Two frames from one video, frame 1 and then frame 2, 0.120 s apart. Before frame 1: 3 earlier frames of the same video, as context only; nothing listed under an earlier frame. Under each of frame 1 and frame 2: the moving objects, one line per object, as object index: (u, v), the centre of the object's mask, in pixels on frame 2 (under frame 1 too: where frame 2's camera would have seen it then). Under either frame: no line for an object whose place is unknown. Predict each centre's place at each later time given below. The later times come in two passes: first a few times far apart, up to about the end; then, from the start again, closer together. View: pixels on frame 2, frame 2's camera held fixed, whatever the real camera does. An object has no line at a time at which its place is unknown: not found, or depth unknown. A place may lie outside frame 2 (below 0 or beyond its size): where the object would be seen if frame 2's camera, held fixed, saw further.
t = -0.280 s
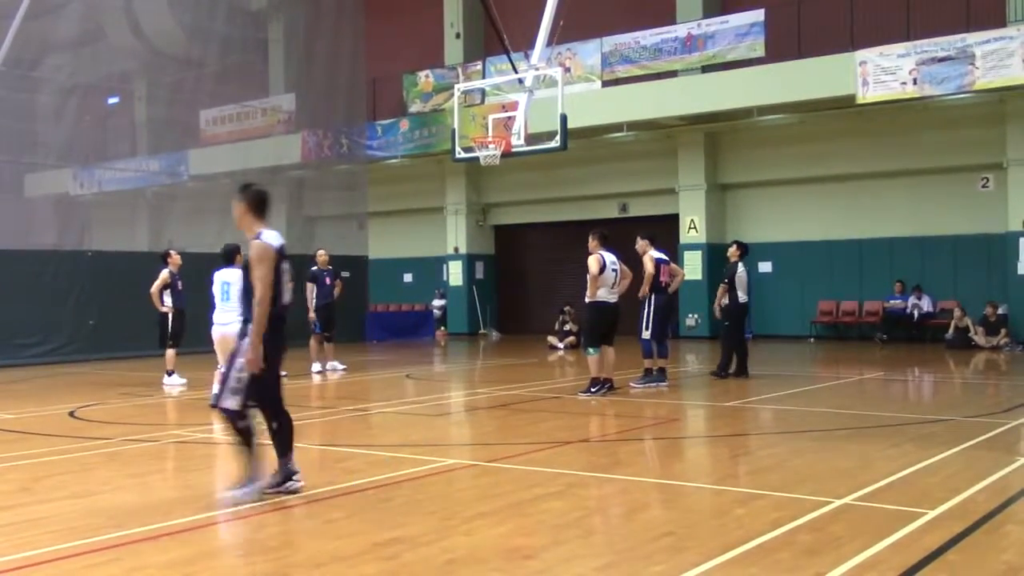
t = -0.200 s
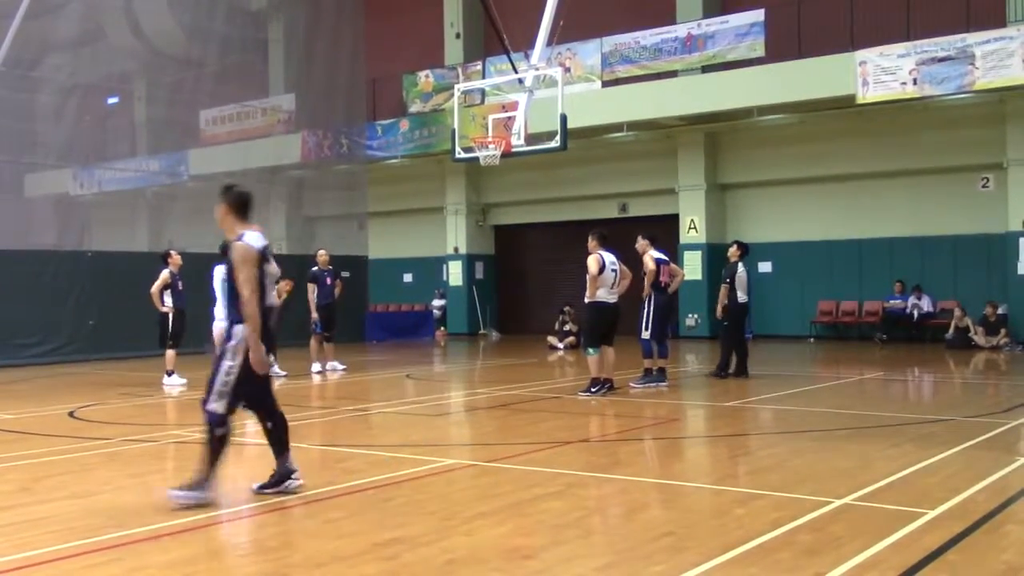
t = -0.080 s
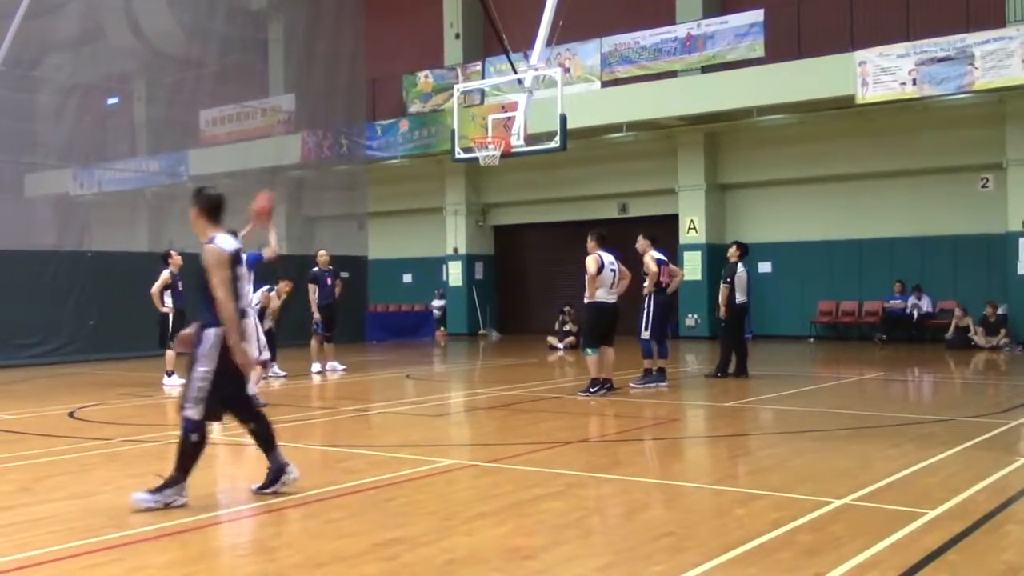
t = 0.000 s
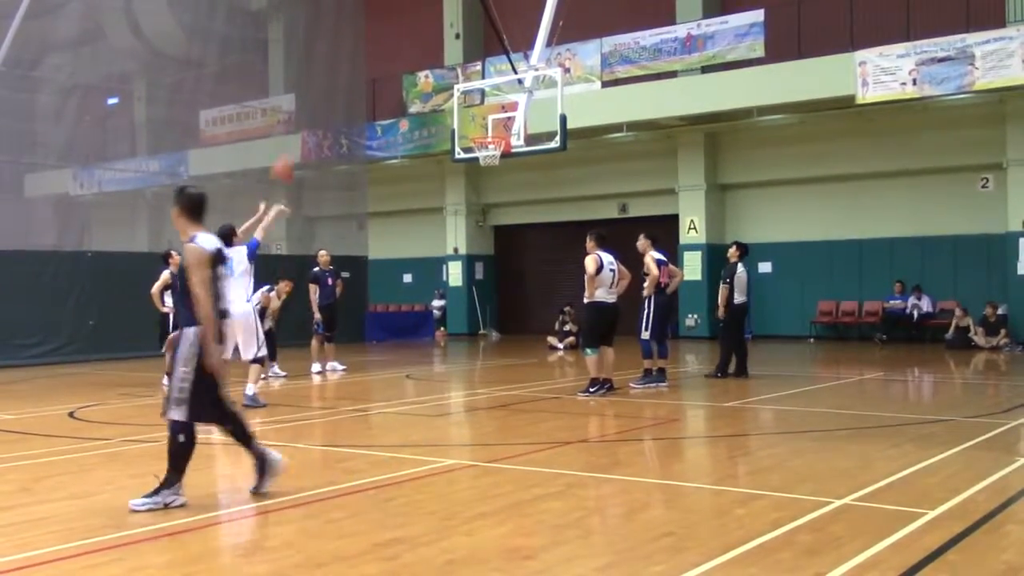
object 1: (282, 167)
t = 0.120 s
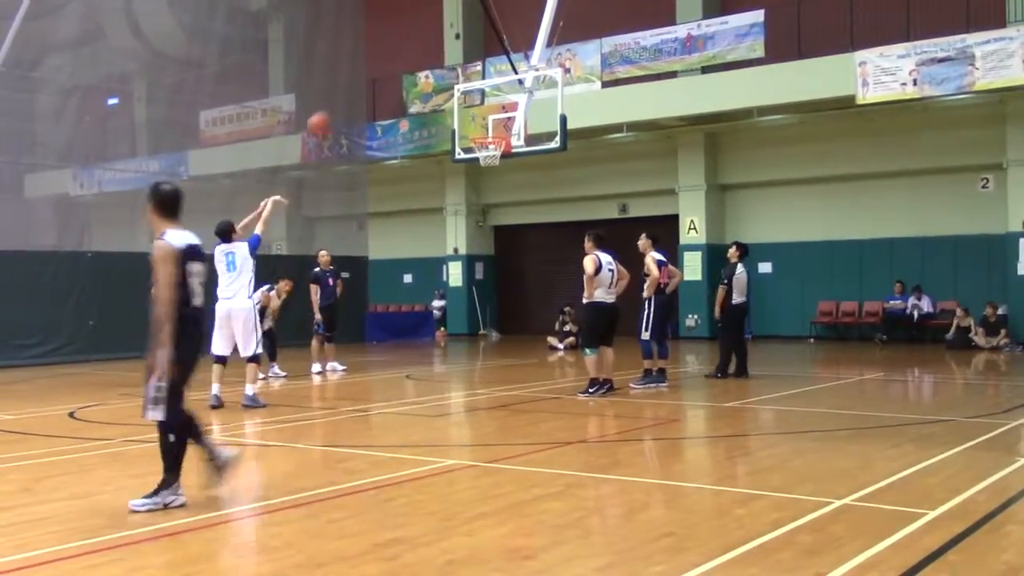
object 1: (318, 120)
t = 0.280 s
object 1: (359, 85)
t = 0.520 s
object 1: (413, 72)
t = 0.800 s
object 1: (470, 112)
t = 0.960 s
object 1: (492, 154)
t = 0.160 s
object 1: (328, 110)
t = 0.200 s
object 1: (338, 100)
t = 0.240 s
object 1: (348, 92)
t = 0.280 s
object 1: (359, 85)
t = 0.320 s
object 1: (370, 79)
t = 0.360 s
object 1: (378, 77)
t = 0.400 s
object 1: (387, 74)
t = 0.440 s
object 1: (396, 73)
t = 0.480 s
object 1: (405, 73)
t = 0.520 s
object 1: (413, 72)
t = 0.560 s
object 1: (422, 75)
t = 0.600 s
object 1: (430, 80)
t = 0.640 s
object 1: (440, 85)
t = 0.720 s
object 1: (455, 97)
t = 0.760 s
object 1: (464, 106)
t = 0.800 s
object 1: (470, 112)
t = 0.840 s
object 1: (478, 124)
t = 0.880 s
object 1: (486, 132)
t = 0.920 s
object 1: (488, 144)
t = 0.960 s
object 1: (492, 154)
